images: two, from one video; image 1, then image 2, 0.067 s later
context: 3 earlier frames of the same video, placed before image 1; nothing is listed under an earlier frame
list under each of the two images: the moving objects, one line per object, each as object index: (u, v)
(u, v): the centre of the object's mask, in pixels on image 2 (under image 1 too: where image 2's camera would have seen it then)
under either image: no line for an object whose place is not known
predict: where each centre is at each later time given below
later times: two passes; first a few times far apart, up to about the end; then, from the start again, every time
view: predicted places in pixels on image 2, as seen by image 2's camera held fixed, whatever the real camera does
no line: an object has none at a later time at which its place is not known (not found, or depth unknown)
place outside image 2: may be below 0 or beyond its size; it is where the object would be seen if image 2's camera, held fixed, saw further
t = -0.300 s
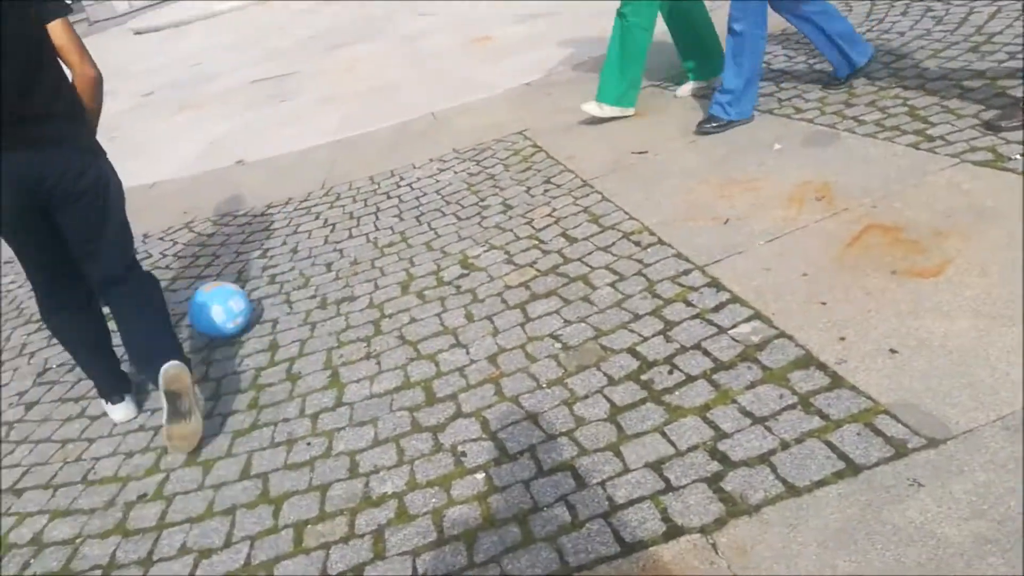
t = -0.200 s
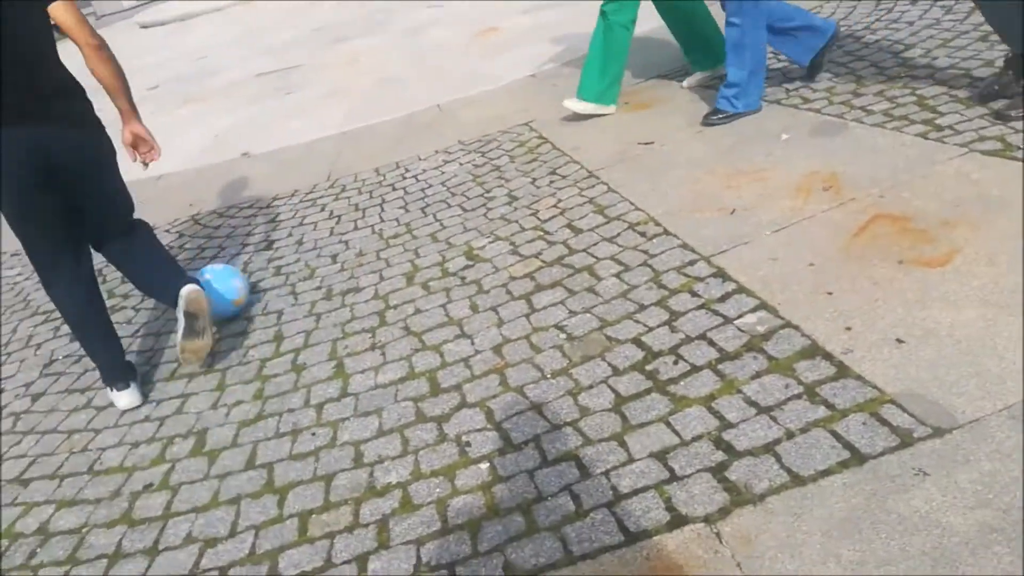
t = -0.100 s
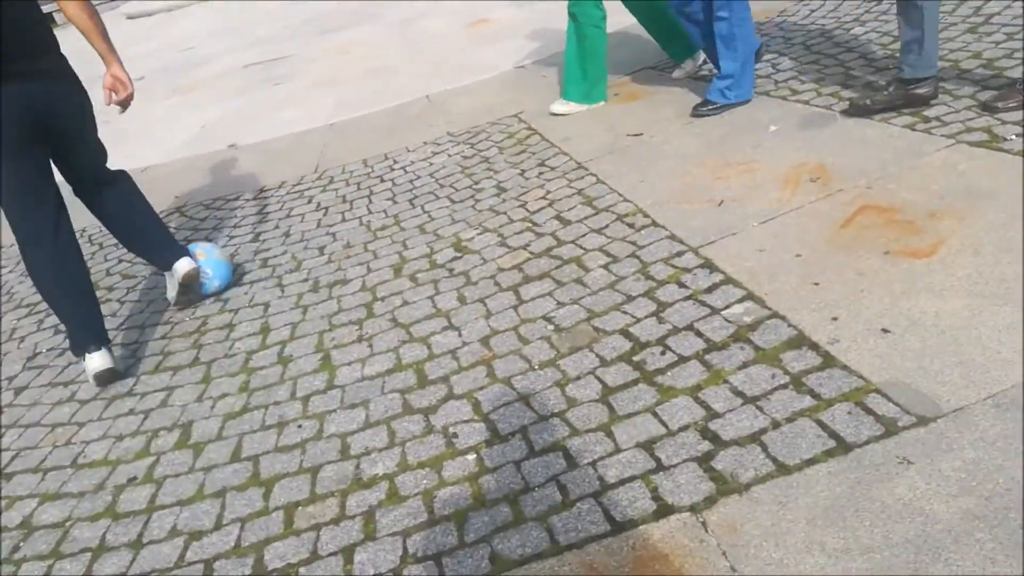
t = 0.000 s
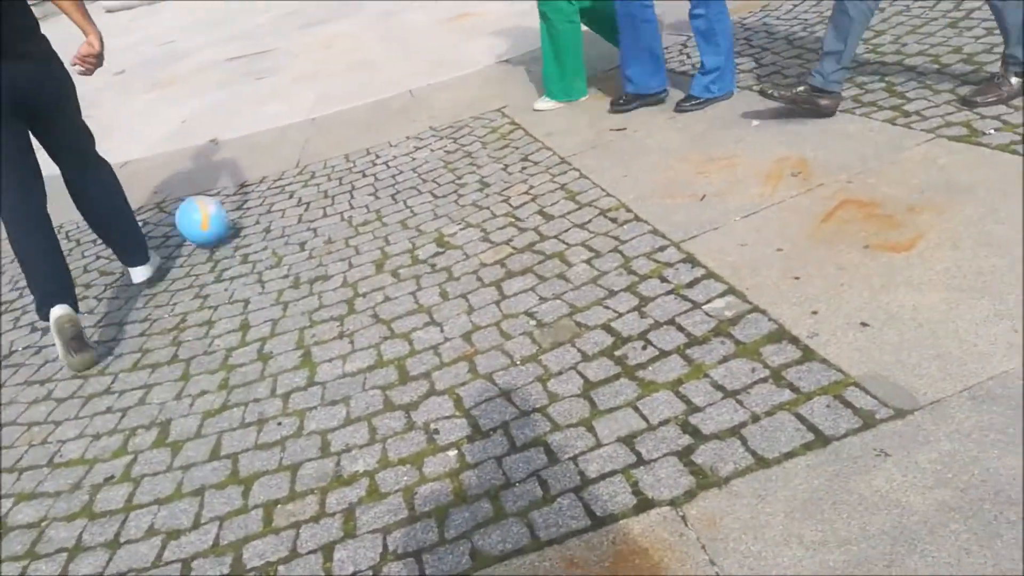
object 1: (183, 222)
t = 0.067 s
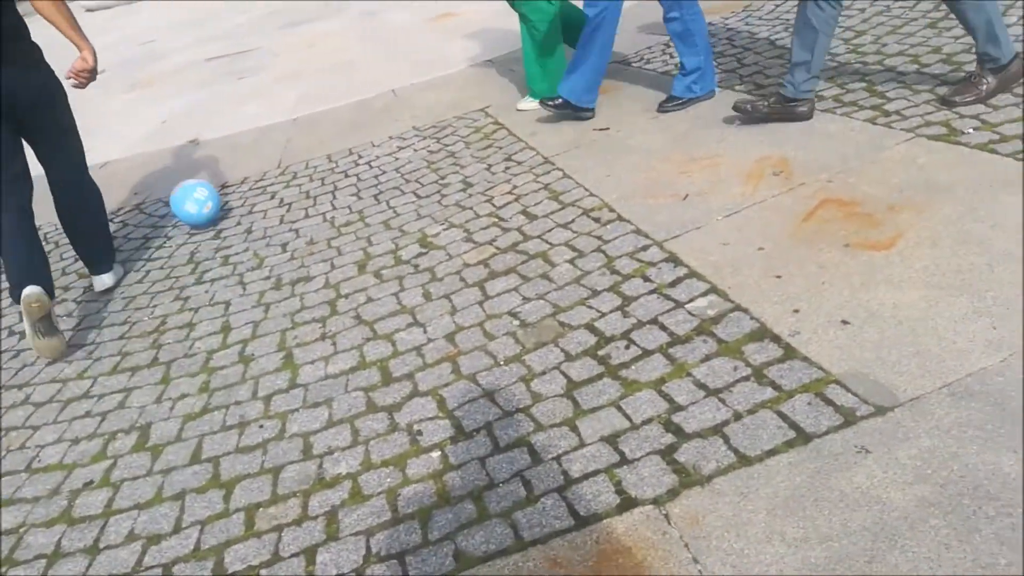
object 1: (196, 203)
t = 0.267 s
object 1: (219, 165)
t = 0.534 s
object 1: (237, 127)
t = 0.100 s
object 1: (203, 197)
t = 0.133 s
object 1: (207, 190)
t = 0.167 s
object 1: (210, 180)
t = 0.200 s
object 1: (211, 174)
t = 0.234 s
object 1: (215, 169)
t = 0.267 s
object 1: (219, 165)
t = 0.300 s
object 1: (222, 160)
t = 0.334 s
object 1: (223, 154)
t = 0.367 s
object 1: (224, 149)
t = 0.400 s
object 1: (228, 145)
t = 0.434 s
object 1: (231, 139)
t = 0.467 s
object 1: (233, 135)
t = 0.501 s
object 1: (235, 131)
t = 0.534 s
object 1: (237, 127)
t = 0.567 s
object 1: (239, 121)
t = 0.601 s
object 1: (241, 117)
